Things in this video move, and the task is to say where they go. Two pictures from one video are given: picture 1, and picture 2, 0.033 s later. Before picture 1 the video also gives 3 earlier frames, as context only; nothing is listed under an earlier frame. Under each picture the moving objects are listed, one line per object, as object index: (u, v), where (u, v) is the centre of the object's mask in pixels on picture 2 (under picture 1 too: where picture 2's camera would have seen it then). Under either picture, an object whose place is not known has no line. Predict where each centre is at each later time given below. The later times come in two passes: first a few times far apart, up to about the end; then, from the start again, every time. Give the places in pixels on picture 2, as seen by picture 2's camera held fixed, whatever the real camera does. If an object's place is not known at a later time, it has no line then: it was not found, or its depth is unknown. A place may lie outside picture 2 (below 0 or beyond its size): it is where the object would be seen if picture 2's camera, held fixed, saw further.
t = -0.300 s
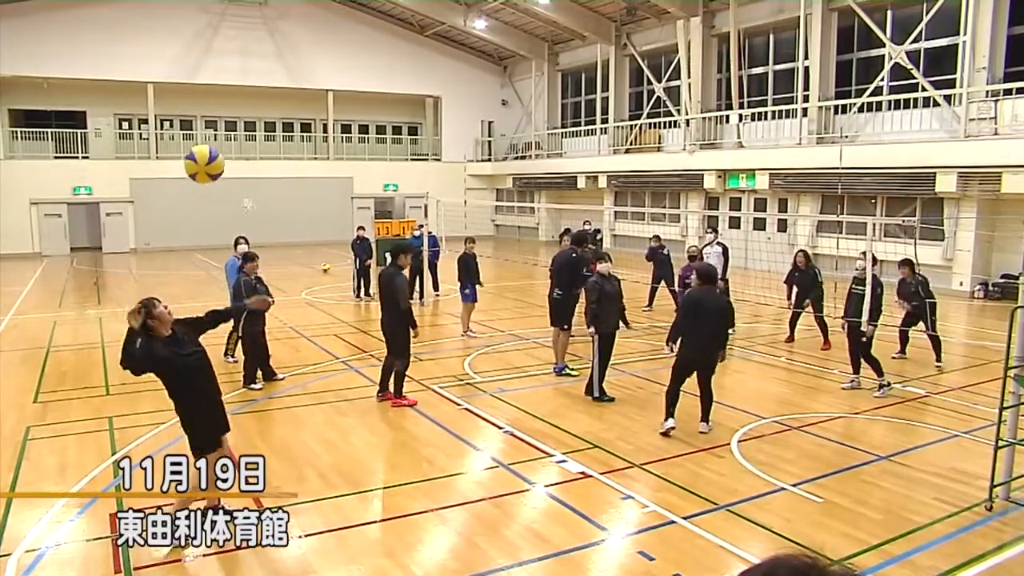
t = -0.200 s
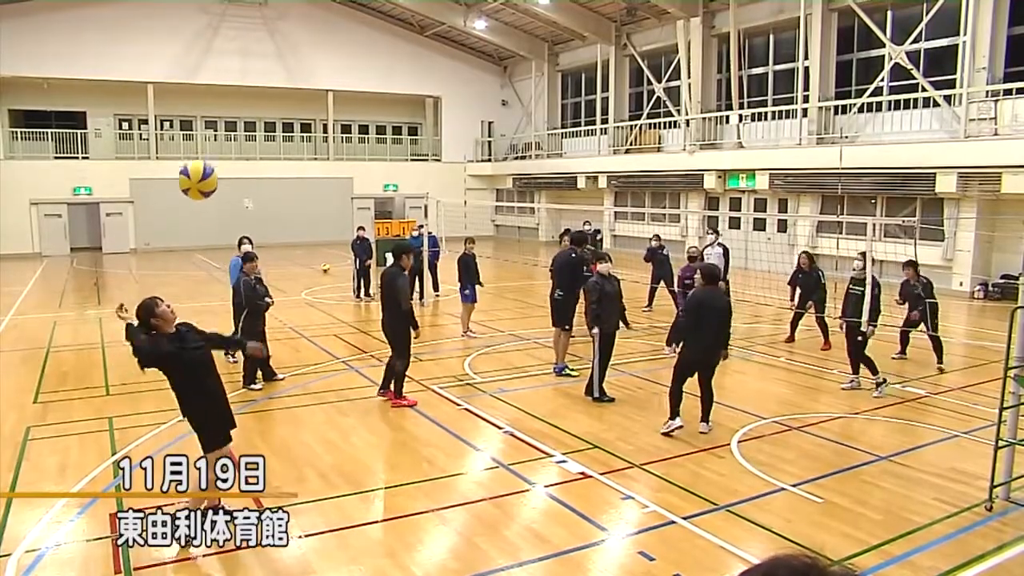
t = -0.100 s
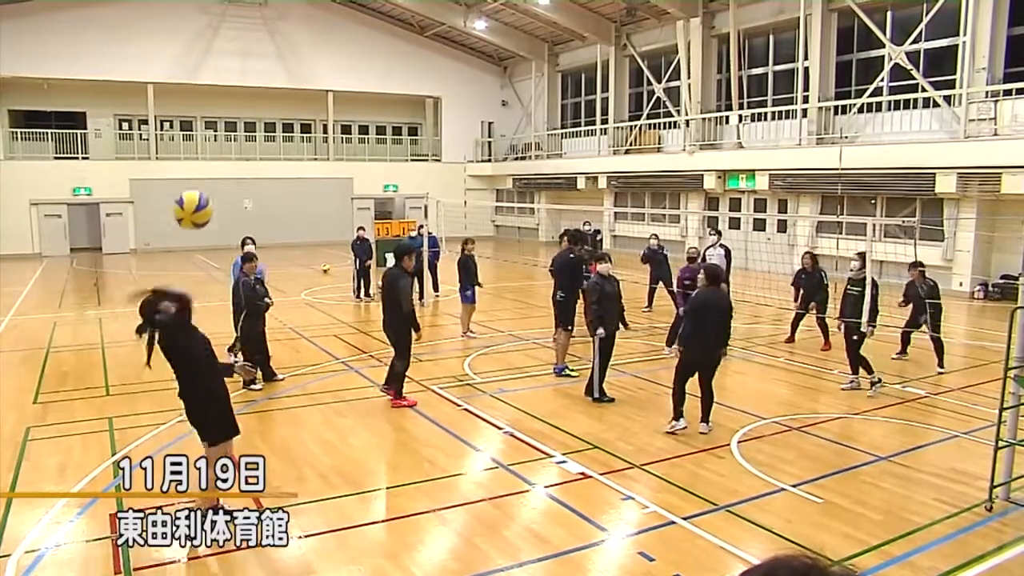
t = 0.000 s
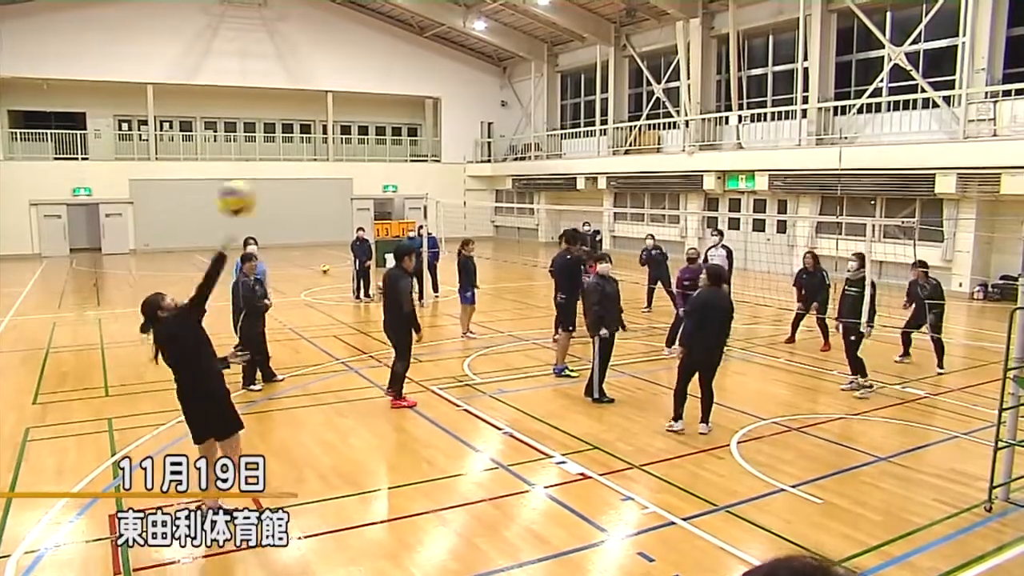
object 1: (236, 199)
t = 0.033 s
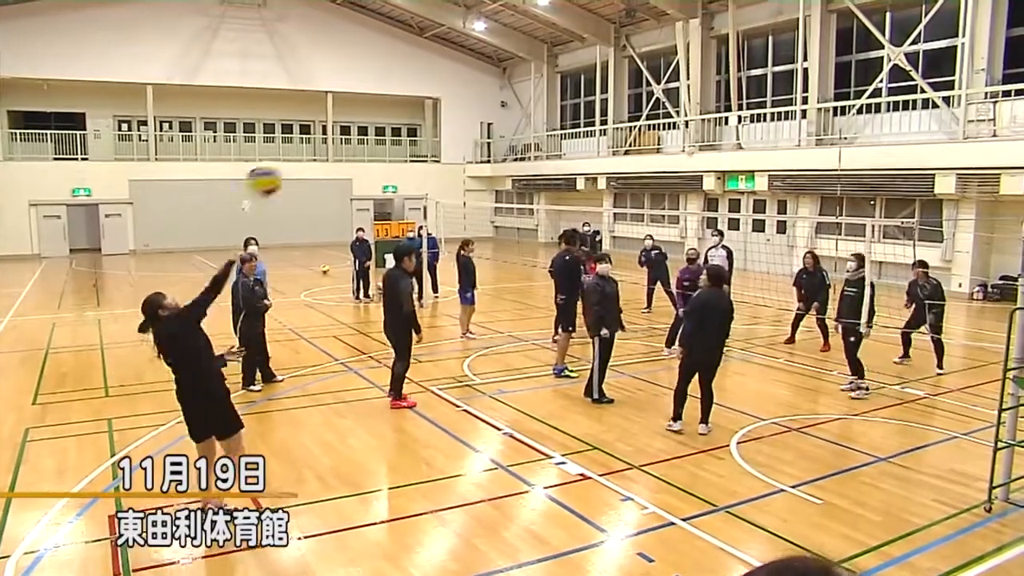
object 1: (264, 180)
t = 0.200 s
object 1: (374, 122)
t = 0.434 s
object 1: (473, 118)
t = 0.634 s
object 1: (535, 148)
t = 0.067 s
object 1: (290, 163)
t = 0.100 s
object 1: (313, 148)
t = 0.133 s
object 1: (335, 137)
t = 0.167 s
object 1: (353, 129)
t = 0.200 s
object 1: (374, 122)
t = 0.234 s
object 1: (389, 116)
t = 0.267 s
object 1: (405, 112)
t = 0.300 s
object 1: (420, 112)
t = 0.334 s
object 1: (433, 111)
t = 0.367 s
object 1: (447, 113)
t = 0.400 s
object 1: (461, 115)
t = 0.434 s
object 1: (473, 118)
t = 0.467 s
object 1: (485, 120)
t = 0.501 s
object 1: (496, 124)
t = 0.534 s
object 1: (507, 130)
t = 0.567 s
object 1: (516, 133)
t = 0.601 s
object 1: (527, 141)
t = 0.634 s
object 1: (535, 148)
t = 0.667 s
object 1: (544, 154)
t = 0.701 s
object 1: (554, 161)
